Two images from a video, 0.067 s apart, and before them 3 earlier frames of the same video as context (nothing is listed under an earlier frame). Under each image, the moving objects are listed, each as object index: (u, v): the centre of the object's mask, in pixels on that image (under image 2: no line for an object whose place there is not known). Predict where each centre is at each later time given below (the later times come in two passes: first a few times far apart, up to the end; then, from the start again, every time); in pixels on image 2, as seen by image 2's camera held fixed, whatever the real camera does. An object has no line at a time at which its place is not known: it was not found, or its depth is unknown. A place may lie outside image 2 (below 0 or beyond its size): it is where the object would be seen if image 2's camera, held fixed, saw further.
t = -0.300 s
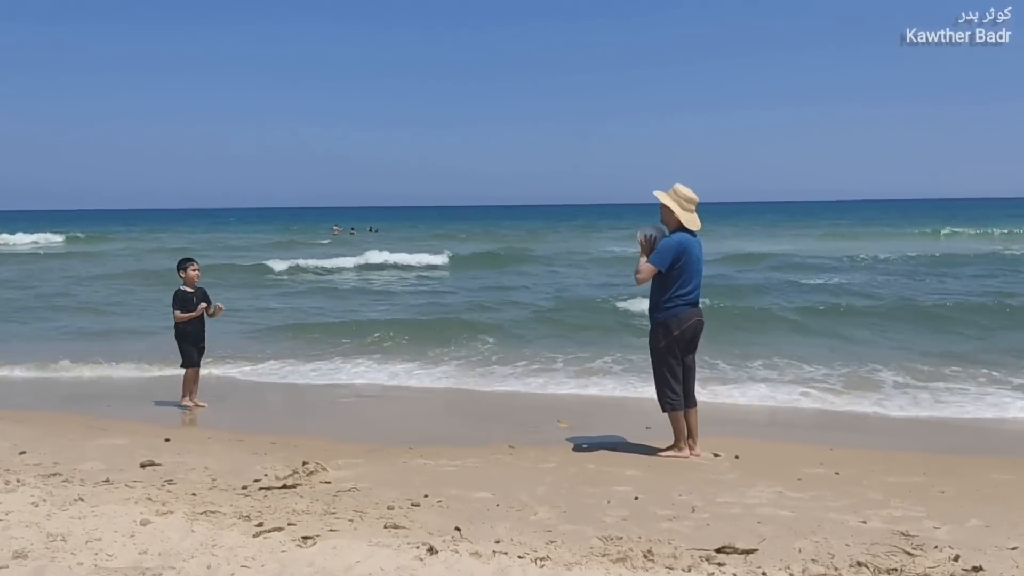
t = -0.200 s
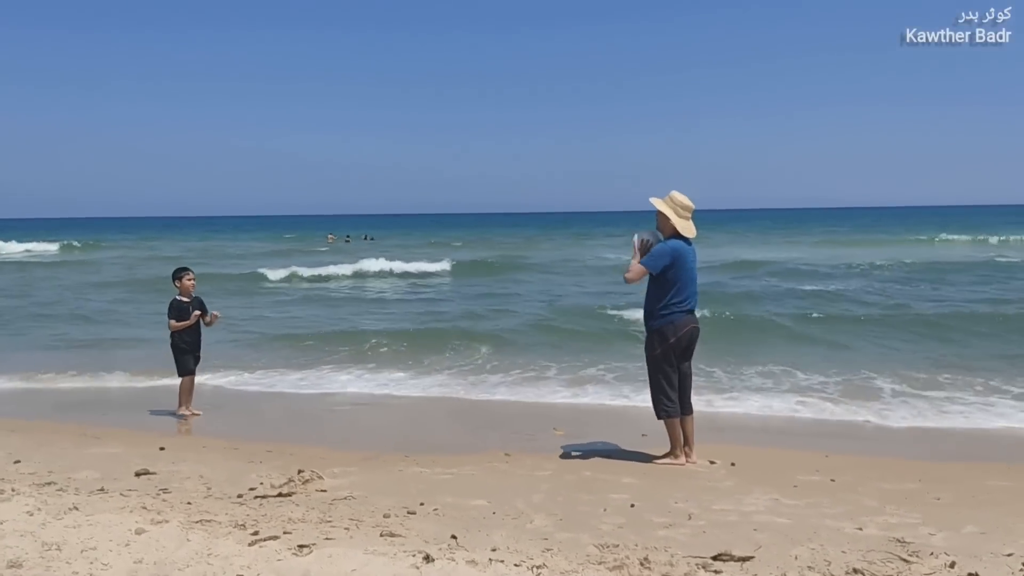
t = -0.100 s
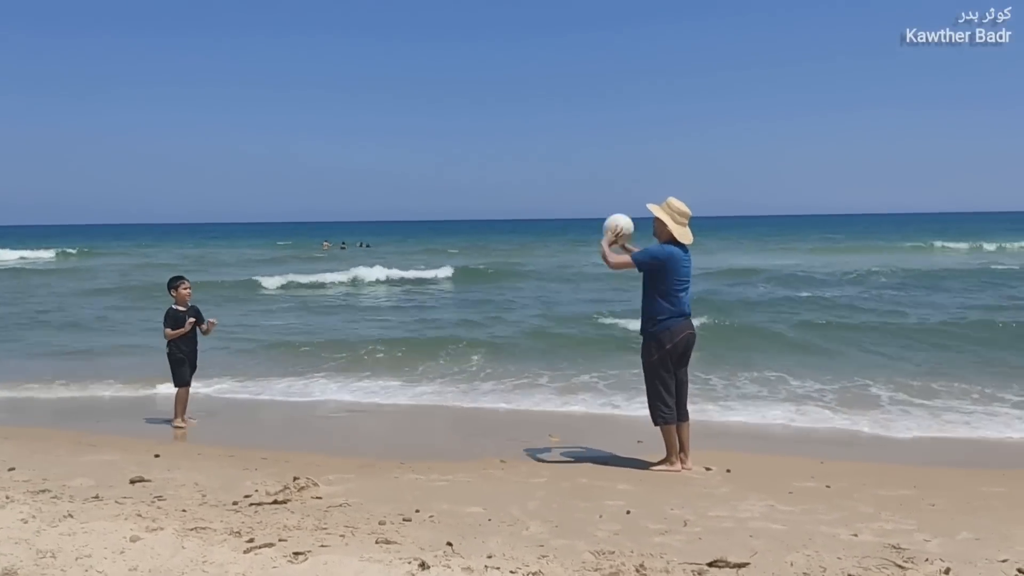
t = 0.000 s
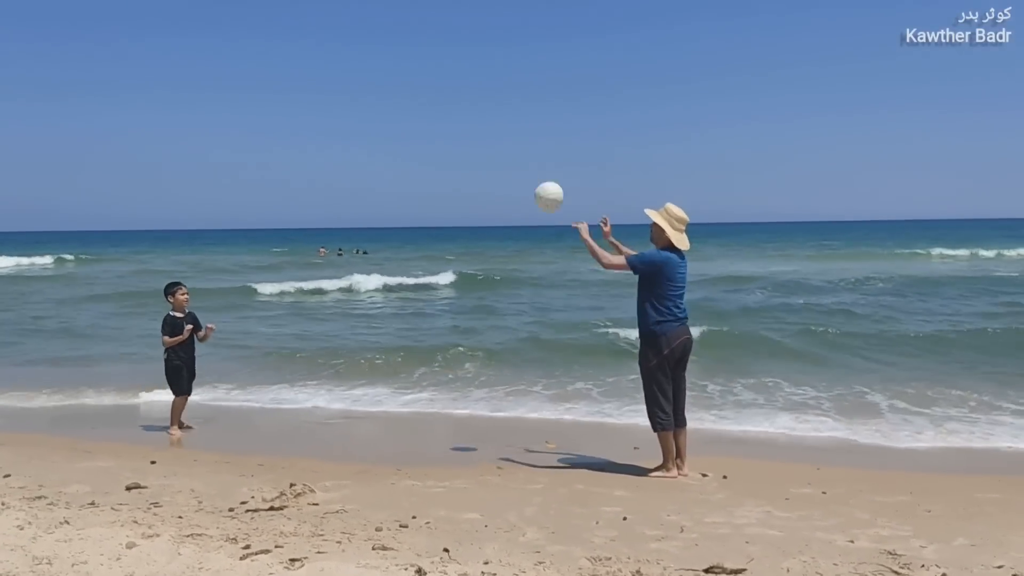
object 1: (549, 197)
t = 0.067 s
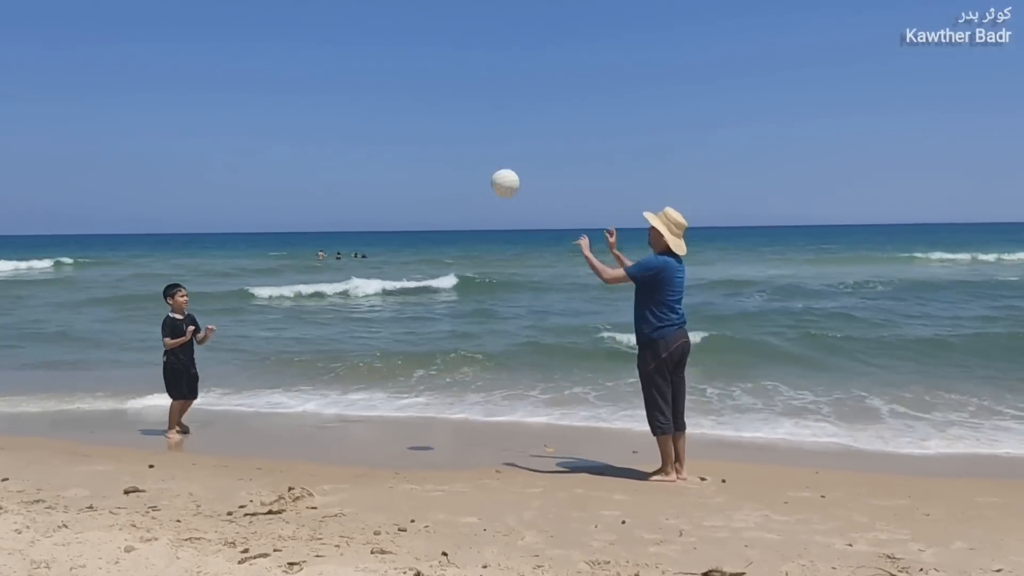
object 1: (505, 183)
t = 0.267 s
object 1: (390, 175)
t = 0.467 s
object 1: (291, 219)
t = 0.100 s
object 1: (485, 178)
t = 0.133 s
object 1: (465, 173)
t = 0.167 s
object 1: (445, 171)
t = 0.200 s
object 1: (426, 171)
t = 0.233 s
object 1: (408, 172)
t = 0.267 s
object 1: (390, 175)
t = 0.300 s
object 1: (372, 179)
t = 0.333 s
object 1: (354, 184)
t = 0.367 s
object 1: (338, 191)
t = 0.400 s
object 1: (322, 199)
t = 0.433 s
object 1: (306, 208)
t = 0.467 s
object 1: (291, 219)
